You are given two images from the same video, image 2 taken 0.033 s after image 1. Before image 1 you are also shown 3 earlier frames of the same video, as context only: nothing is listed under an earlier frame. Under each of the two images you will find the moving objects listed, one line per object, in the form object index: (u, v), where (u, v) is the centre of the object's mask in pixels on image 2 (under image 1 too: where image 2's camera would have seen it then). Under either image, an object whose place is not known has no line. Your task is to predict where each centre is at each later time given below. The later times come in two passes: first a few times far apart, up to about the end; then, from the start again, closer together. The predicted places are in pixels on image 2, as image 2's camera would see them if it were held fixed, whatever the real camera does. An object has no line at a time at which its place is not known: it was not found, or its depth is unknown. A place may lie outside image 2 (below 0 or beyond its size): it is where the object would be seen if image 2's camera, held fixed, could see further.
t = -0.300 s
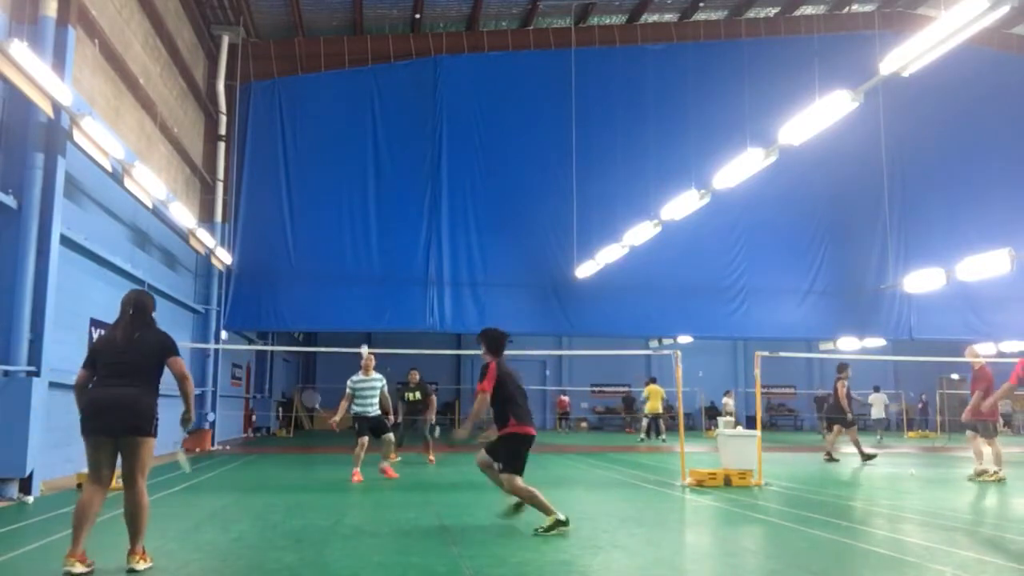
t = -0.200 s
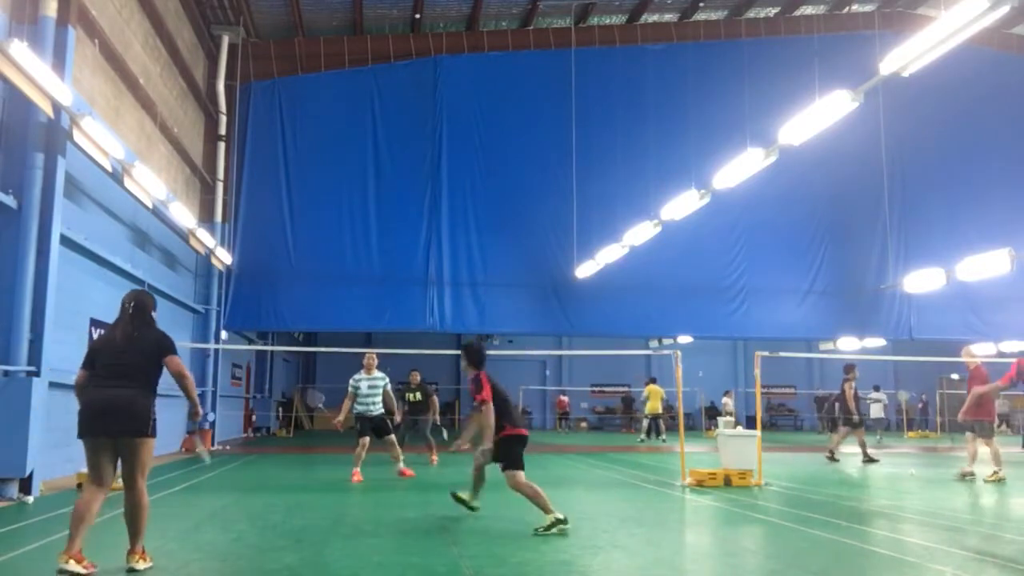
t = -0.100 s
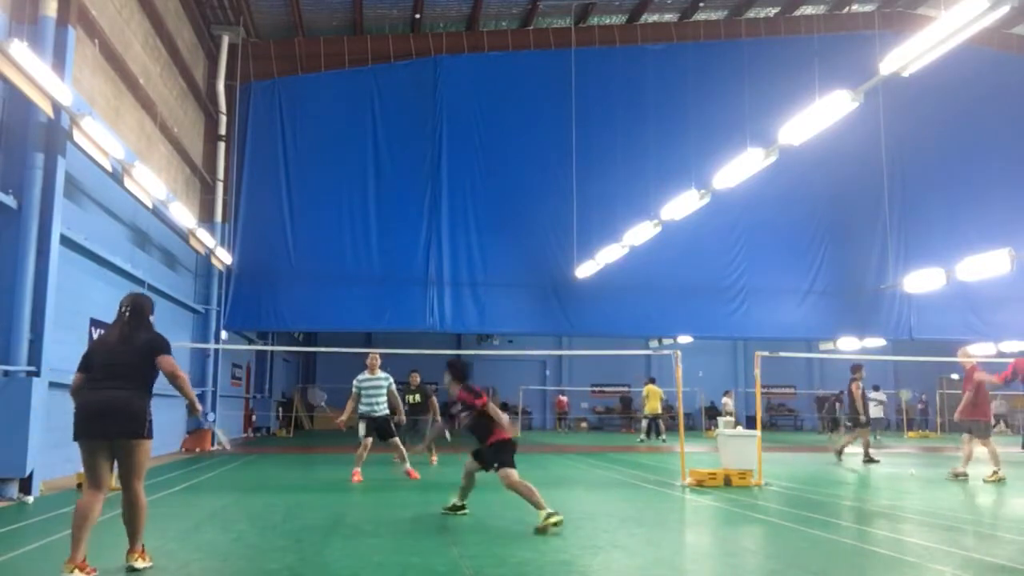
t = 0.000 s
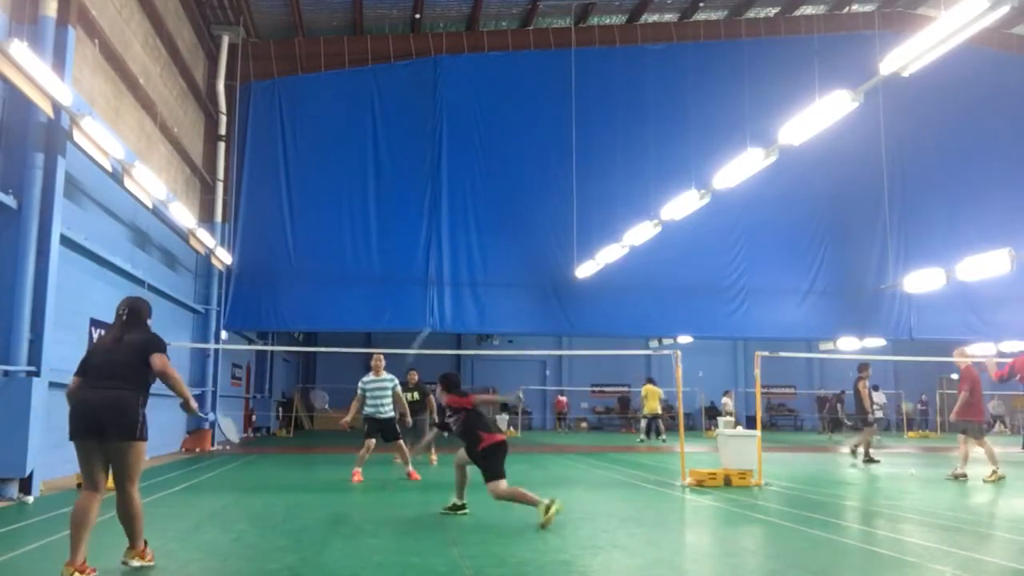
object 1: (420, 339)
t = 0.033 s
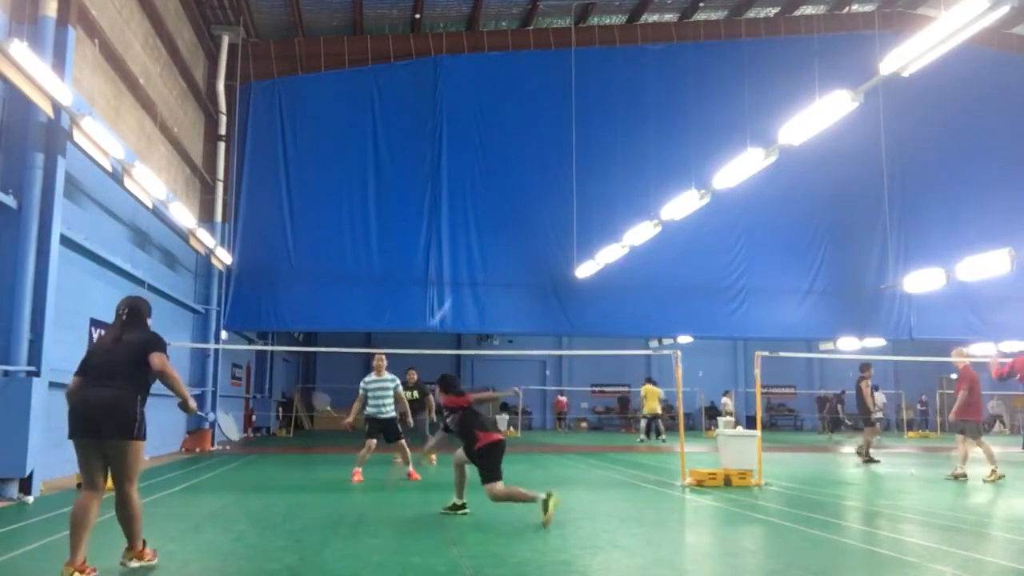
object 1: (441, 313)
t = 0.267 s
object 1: (521, 210)
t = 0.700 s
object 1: (581, 206)
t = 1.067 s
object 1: (612, 273)
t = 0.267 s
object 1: (521, 210)
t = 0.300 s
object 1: (527, 205)
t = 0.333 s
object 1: (534, 200)
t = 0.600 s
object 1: (571, 196)
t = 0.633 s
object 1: (574, 199)
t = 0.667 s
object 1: (578, 202)
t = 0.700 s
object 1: (581, 206)
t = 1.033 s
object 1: (610, 266)
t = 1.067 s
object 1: (612, 273)
